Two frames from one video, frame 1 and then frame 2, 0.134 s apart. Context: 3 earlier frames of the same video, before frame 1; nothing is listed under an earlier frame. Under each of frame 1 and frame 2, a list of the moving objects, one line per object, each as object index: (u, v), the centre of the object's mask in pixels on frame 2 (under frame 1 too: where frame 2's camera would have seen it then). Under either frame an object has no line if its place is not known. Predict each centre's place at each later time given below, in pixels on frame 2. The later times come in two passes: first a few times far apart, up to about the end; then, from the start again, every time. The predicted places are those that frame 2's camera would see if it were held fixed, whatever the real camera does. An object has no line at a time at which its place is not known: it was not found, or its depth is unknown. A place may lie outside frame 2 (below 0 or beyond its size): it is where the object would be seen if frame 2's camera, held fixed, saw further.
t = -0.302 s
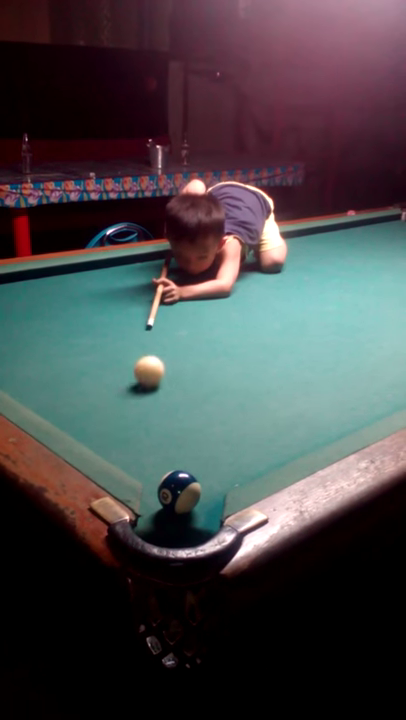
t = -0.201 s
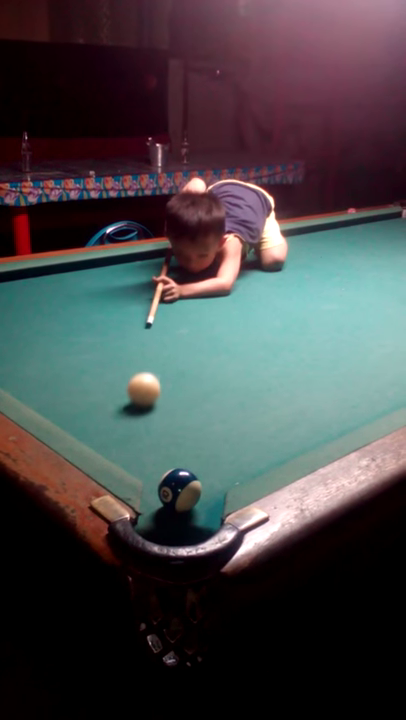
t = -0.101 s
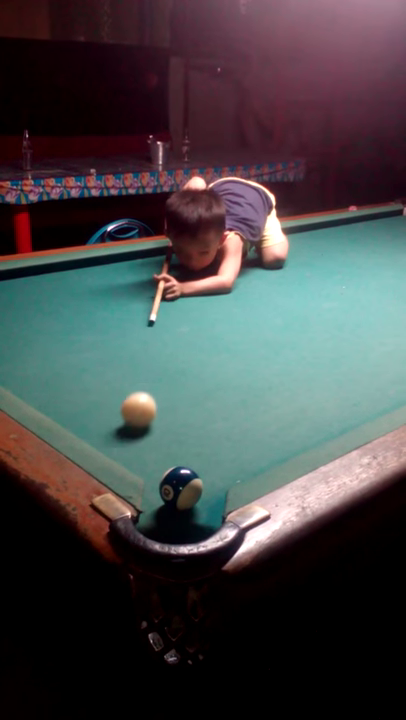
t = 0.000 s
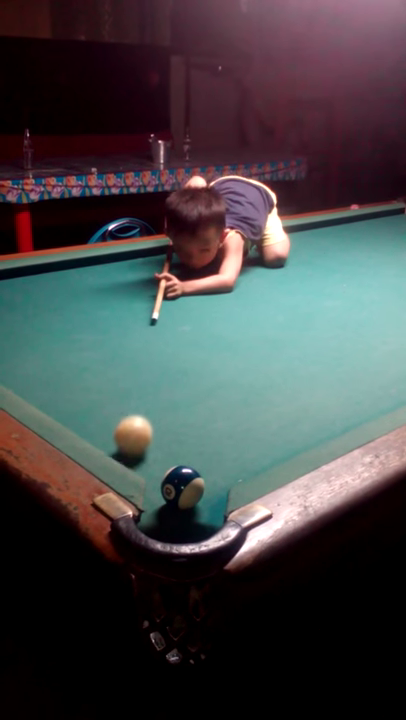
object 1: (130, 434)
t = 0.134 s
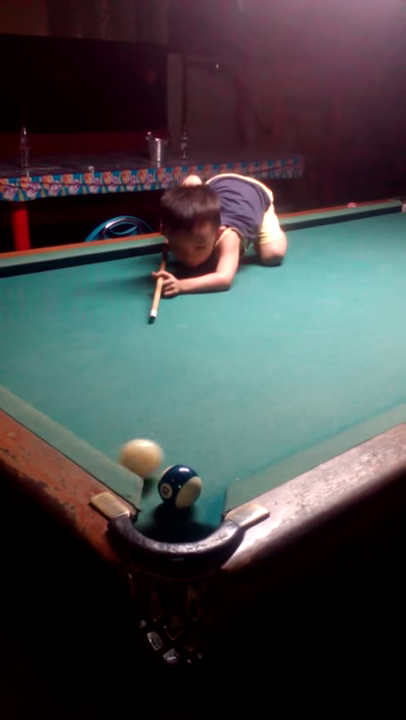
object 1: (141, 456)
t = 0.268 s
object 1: (178, 455)
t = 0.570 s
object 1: (246, 460)
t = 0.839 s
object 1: (250, 442)
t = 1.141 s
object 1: (252, 424)
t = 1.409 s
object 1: (254, 413)
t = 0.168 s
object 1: (150, 458)
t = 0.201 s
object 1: (158, 458)
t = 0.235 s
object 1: (167, 456)
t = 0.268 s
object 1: (178, 455)
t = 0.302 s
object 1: (190, 456)
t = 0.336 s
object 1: (199, 459)
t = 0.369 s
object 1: (208, 461)
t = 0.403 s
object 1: (215, 464)
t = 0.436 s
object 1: (224, 463)
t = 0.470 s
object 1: (233, 464)
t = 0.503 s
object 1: (241, 463)
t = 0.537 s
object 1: (246, 461)
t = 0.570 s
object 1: (246, 460)
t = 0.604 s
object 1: (247, 457)
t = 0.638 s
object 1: (248, 456)
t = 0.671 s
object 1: (248, 454)
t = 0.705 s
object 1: (248, 451)
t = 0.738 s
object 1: (249, 449)
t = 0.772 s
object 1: (249, 447)
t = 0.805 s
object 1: (250, 444)
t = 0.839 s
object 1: (250, 442)
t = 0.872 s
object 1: (250, 440)
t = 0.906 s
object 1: (250, 437)
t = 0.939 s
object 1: (250, 436)
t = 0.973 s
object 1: (251, 434)
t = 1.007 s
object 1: (251, 431)
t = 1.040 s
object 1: (251, 429)
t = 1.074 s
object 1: (251, 428)
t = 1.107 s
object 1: (252, 426)
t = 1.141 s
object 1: (252, 424)
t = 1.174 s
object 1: (252, 422)
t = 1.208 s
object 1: (252, 421)
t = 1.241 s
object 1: (252, 419)
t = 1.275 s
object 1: (253, 418)
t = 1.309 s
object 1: (253, 416)
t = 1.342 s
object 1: (253, 415)
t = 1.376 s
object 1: (253, 414)
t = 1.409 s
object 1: (254, 413)
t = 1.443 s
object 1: (254, 411)
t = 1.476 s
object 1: (254, 410)
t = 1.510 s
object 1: (255, 409)
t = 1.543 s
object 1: (255, 408)
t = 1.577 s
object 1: (255, 407)
